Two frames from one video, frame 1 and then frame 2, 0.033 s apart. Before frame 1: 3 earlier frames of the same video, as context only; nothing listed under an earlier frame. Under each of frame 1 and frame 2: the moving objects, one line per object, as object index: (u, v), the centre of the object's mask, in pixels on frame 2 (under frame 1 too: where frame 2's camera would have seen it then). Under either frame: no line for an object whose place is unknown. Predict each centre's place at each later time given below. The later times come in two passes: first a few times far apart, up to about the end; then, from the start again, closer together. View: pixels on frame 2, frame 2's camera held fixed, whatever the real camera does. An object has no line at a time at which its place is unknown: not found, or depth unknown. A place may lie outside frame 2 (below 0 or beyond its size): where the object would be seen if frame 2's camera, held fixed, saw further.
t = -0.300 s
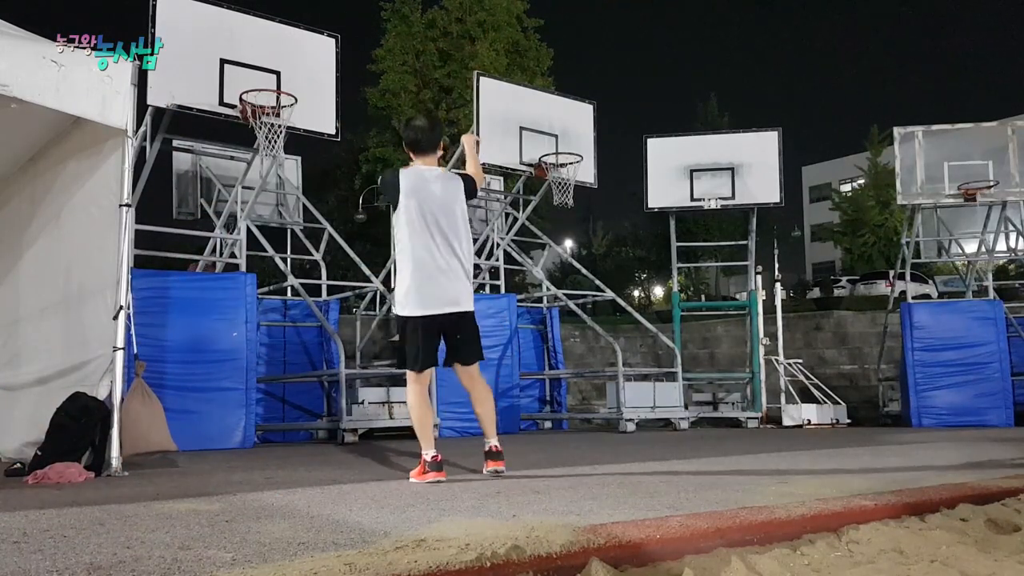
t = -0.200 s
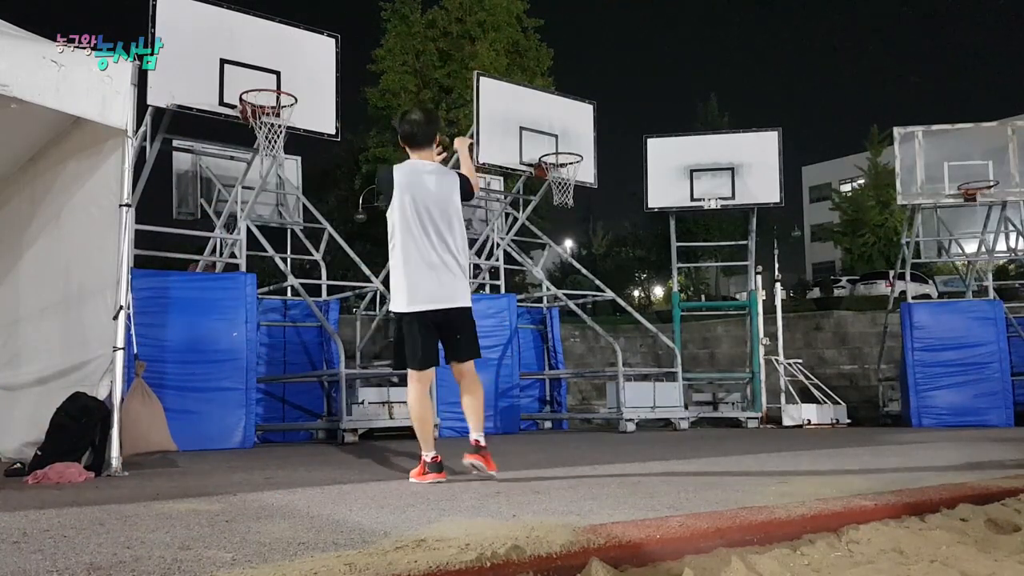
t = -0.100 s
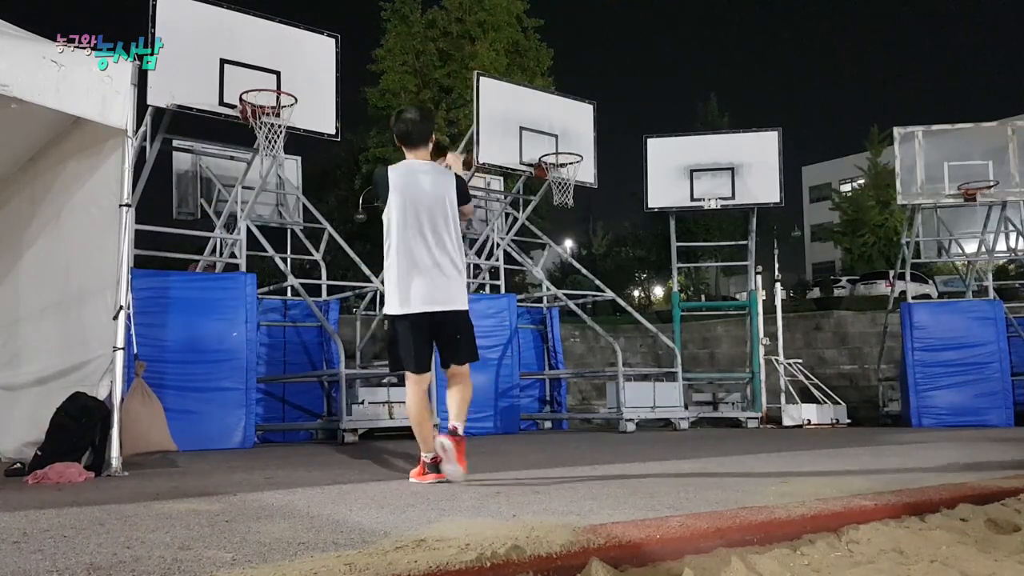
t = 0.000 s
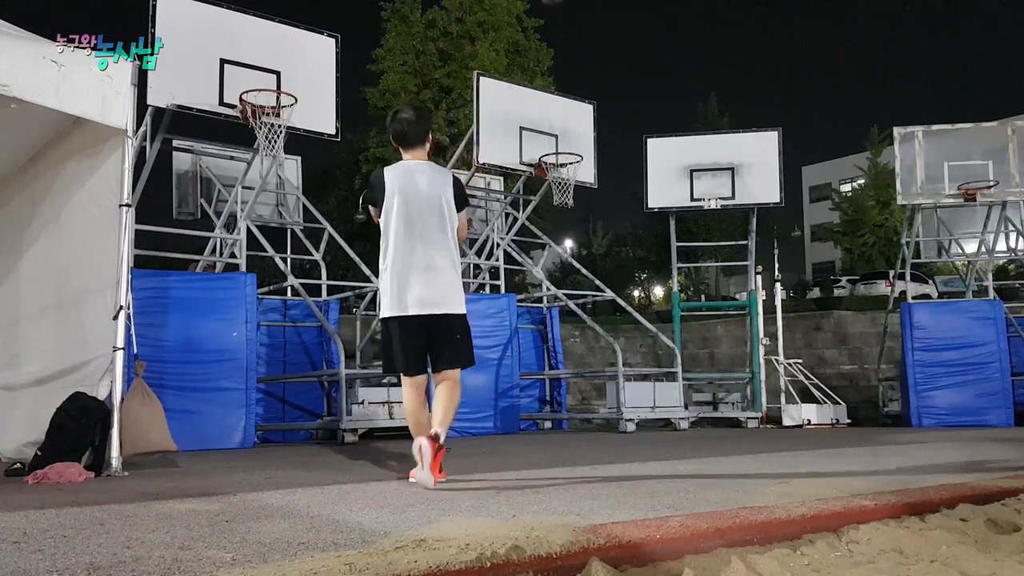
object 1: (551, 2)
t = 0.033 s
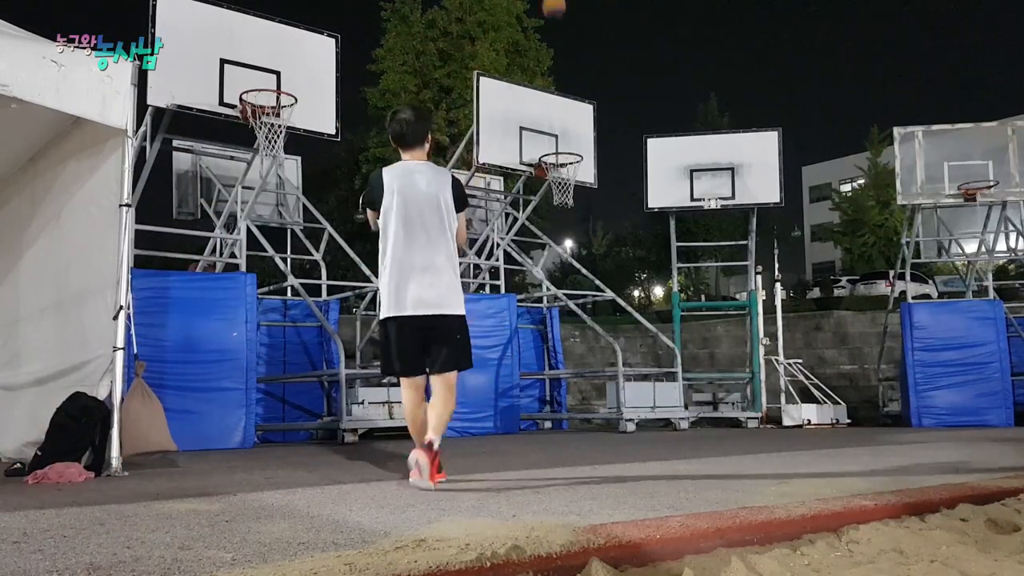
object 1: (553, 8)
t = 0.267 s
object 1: (566, 117)
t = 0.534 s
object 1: (536, 174)
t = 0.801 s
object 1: (541, 185)
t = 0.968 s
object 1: (550, 219)
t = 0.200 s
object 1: (564, 83)
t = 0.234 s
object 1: (565, 99)
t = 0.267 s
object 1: (566, 117)
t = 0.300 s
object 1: (568, 136)
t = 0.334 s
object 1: (571, 154)
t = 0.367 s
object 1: (564, 166)
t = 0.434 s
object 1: (543, 174)
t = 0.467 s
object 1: (540, 177)
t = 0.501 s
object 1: (538, 175)
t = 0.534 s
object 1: (536, 174)
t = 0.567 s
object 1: (536, 172)
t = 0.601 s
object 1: (535, 174)
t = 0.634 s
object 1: (535, 175)
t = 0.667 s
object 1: (536, 176)
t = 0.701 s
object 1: (535, 174)
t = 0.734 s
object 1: (538, 178)
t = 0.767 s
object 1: (538, 181)
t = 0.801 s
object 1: (541, 185)
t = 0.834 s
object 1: (542, 188)
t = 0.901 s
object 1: (547, 201)
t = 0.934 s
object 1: (548, 210)
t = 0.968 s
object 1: (550, 219)
